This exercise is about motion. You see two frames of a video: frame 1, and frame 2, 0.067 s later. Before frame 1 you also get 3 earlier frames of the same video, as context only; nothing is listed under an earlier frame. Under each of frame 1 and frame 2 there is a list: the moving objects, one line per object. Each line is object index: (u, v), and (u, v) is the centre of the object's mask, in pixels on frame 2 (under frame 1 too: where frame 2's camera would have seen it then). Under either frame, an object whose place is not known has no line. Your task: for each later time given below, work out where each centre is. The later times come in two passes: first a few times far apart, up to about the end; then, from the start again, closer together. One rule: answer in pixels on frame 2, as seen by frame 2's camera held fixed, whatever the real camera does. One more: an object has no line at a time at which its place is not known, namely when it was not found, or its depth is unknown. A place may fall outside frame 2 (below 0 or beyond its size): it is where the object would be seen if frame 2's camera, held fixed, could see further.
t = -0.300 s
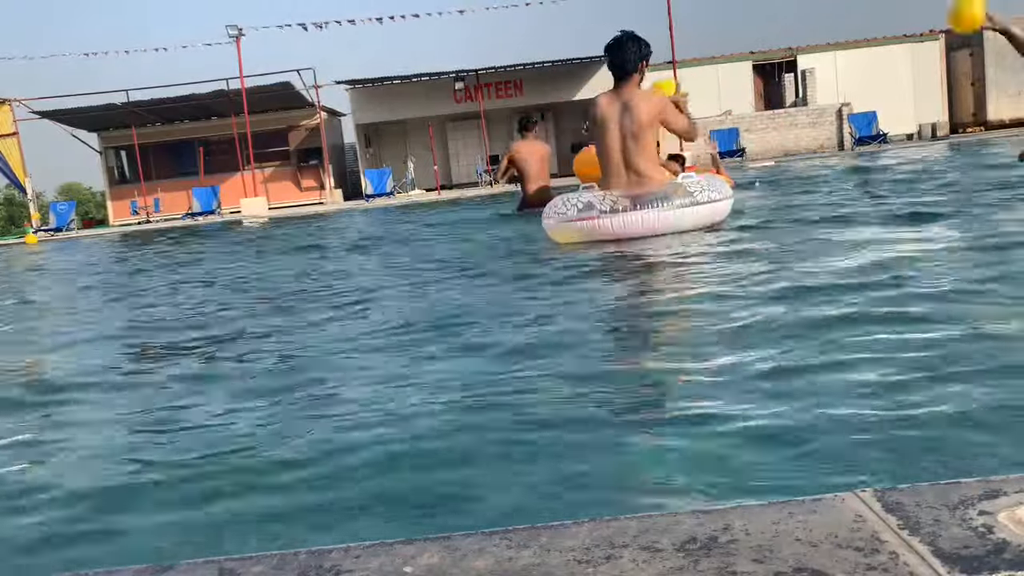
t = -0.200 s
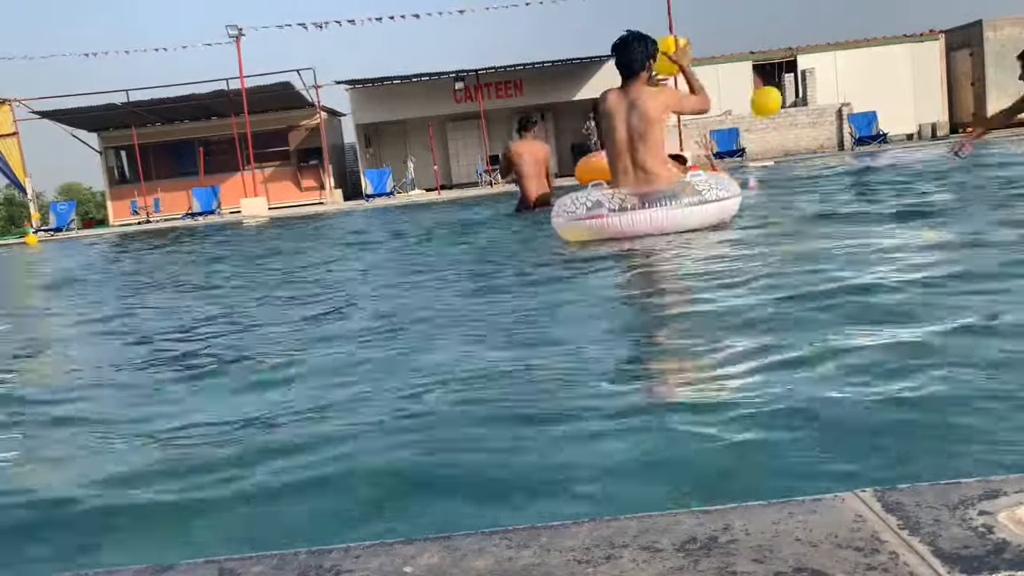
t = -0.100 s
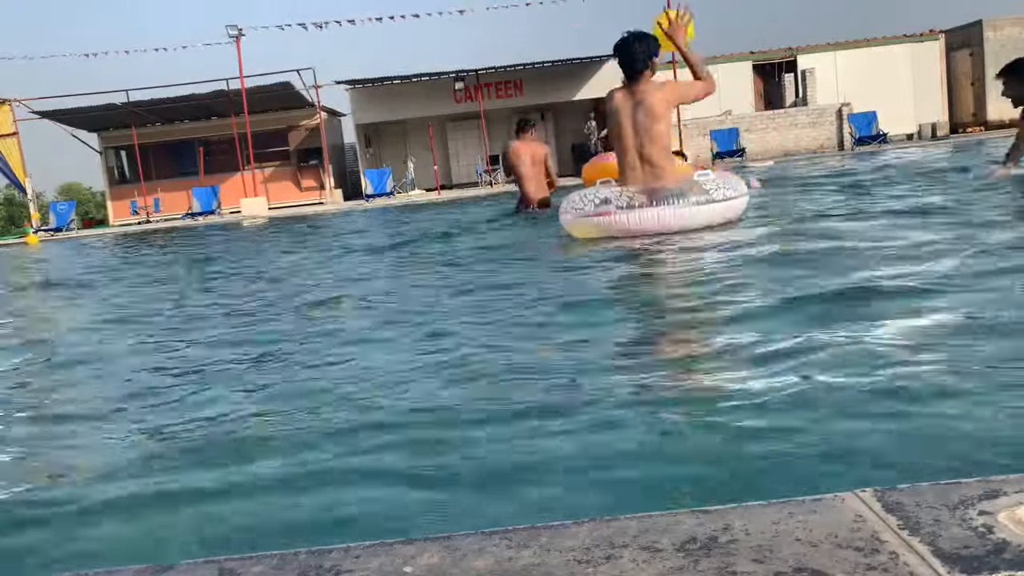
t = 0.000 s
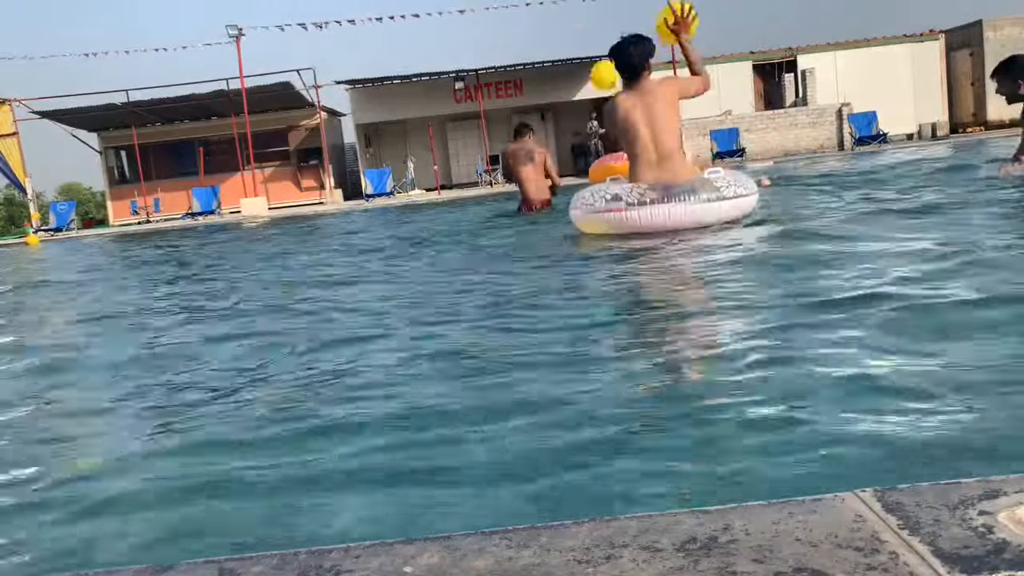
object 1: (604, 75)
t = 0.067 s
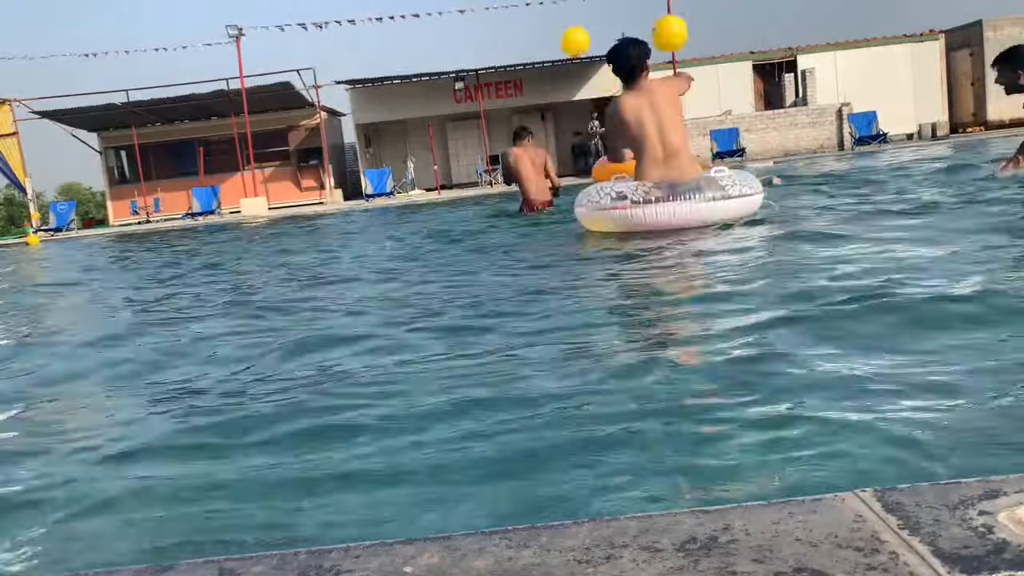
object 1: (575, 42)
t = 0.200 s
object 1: (515, 5)
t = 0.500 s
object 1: (392, 3)
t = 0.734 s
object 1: (305, 81)
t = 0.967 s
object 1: (236, 238)
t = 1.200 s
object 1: (215, 239)
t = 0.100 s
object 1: (560, 28)
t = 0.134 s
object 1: (546, 15)
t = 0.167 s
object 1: (530, 9)
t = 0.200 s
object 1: (515, 5)
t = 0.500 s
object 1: (392, 3)
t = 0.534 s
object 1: (378, 6)
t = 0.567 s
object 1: (365, 11)
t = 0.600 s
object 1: (352, 20)
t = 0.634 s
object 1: (340, 33)
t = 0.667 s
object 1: (328, 48)
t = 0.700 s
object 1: (316, 64)
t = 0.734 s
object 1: (305, 81)
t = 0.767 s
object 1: (294, 100)
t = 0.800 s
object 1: (284, 121)
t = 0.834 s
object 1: (273, 143)
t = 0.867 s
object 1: (264, 167)
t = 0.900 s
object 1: (254, 192)
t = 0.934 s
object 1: (246, 219)
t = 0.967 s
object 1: (236, 238)
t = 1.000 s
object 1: (233, 240)
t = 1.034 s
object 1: (231, 242)
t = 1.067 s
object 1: (229, 242)
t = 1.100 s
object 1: (227, 243)
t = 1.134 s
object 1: (224, 242)
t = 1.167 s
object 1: (220, 240)
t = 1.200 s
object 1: (215, 239)
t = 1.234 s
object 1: (210, 239)
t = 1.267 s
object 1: (205, 238)
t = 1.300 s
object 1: (201, 240)
